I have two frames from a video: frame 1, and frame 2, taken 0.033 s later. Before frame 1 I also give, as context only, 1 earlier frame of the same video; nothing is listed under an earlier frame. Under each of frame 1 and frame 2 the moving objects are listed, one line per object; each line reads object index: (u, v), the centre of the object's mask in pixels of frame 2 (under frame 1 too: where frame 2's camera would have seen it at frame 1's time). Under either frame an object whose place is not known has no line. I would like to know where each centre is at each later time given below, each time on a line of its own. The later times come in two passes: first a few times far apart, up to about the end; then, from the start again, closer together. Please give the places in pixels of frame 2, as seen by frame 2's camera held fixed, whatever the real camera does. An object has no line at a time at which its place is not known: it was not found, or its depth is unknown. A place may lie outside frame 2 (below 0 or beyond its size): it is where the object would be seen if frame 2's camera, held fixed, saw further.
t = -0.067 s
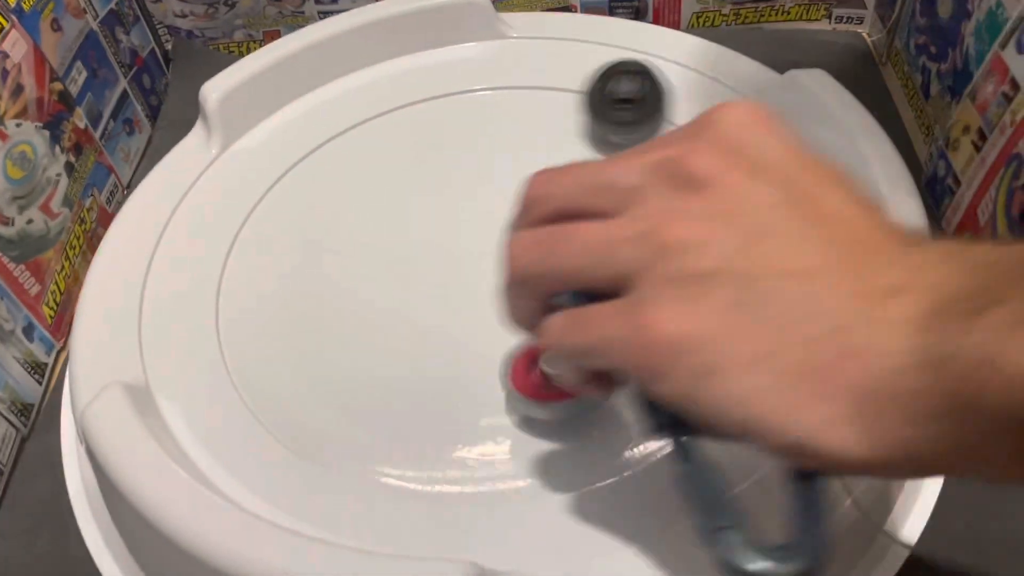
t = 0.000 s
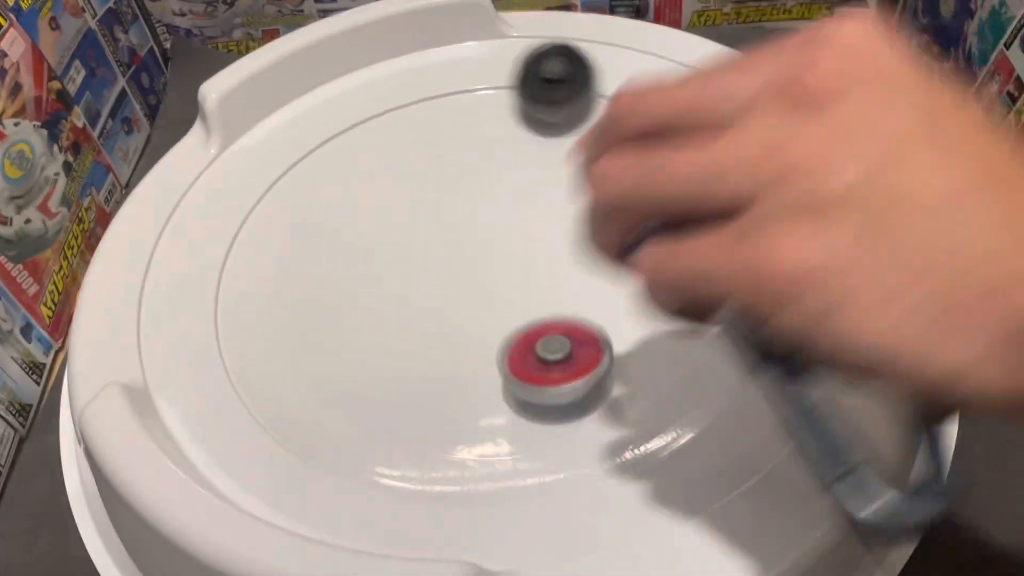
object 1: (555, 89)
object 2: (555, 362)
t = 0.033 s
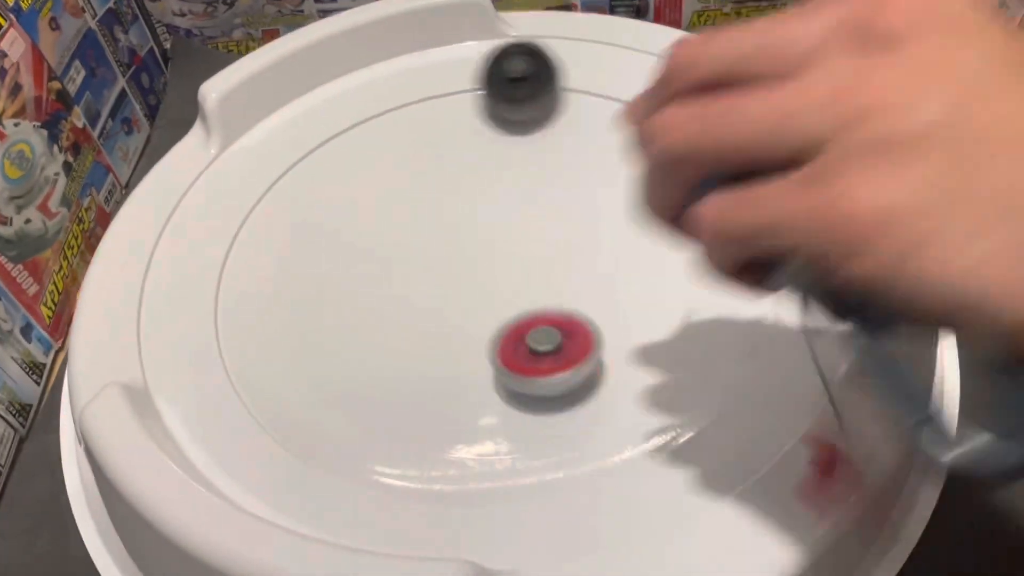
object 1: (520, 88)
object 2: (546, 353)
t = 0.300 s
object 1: (409, 290)
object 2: (368, 360)
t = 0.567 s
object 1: (701, 218)
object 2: (604, 384)
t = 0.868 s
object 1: (478, 144)
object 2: (322, 165)
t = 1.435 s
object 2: (526, 130)
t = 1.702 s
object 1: (455, 216)
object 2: (268, 141)
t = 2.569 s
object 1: (428, 292)
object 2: (373, 188)
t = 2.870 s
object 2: (489, 259)
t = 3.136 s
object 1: (549, 293)
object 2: (631, 95)
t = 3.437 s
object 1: (265, 318)
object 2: (412, 233)
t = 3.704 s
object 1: (408, 400)
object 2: (710, 290)
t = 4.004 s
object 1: (438, 195)
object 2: (556, 146)
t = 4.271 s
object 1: (265, 177)
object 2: (455, 376)
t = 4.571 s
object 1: (480, 299)
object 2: (738, 265)
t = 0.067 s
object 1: (484, 94)
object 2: (530, 344)
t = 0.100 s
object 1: (449, 108)
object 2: (511, 338)
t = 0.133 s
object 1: (421, 130)
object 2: (487, 334)
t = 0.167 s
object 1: (400, 156)
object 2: (462, 333)
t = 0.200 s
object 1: (385, 190)
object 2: (436, 334)
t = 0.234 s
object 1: (380, 226)
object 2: (411, 339)
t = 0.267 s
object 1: (386, 263)
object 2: (388, 348)
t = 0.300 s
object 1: (409, 290)
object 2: (368, 360)
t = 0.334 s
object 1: (442, 308)
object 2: (346, 399)
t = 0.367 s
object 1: (485, 316)
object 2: (337, 437)
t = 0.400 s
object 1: (532, 317)
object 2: (378, 442)
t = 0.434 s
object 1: (578, 310)
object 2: (437, 452)
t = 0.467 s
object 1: (619, 295)
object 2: (493, 452)
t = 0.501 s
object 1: (655, 273)
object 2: (545, 442)
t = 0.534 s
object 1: (683, 247)
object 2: (582, 416)
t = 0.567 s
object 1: (701, 218)
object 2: (604, 384)
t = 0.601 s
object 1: (712, 189)
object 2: (612, 346)
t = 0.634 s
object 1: (712, 160)
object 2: (605, 307)
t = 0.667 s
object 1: (694, 136)
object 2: (584, 271)
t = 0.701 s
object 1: (659, 122)
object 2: (555, 238)
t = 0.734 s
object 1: (624, 111)
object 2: (517, 211)
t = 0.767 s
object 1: (587, 107)
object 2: (474, 188)
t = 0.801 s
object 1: (549, 113)
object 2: (425, 173)
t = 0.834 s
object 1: (513, 125)
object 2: (375, 165)
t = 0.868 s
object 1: (478, 144)
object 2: (322, 165)
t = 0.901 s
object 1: (448, 169)
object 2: (266, 170)
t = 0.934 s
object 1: (425, 197)
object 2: (236, 196)
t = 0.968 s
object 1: (409, 228)
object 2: (208, 236)
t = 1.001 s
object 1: (400, 263)
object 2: (172, 271)
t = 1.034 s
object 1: (402, 298)
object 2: (138, 299)
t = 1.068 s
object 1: (413, 332)
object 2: (149, 337)
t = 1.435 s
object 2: (526, 130)
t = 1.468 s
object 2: (501, 100)
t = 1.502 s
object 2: (467, 73)
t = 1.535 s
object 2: (423, 72)
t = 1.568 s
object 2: (381, 89)
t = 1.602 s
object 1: (576, 186)
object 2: (341, 95)
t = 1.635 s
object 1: (534, 191)
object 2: (307, 97)
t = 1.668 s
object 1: (493, 201)
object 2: (283, 117)
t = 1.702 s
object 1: (455, 216)
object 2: (268, 141)
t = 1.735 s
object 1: (418, 234)
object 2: (261, 159)
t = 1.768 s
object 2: (263, 180)
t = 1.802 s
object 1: (363, 281)
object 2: (272, 211)
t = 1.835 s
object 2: (287, 234)
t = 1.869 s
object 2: (300, 239)
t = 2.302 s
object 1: (729, 316)
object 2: (557, 77)
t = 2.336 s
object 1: (695, 300)
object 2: (514, 88)
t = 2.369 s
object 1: (657, 284)
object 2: (478, 97)
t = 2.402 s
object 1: (616, 271)
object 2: (447, 101)
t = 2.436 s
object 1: (575, 264)
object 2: (419, 109)
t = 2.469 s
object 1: (535, 260)
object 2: (399, 123)
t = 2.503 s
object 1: (496, 259)
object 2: (386, 146)
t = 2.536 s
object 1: (456, 263)
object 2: (379, 174)
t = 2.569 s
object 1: (428, 292)
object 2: (373, 188)
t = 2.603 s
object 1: (417, 352)
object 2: (357, 176)
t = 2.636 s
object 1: (409, 400)
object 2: (349, 172)
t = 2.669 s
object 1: (408, 445)
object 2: (345, 177)
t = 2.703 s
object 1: (423, 481)
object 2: (348, 191)
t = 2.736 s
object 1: (461, 476)
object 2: (360, 211)
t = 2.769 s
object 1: (499, 474)
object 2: (382, 232)
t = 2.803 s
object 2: (412, 248)
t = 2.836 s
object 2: (450, 257)
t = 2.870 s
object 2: (489, 259)
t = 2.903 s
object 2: (527, 254)
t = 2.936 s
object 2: (562, 241)
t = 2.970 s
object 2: (592, 223)
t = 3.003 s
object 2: (616, 200)
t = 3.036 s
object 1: (633, 349)
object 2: (631, 176)
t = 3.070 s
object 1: (609, 327)
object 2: (639, 149)
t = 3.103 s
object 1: (581, 310)
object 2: (640, 120)
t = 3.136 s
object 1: (549, 293)
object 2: (631, 95)
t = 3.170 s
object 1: (513, 284)
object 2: (588, 89)
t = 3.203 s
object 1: (478, 276)
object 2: (548, 95)
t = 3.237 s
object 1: (443, 274)
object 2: (512, 95)
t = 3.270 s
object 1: (410, 274)
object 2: (479, 102)
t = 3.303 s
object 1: (378, 278)
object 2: (452, 116)
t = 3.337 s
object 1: (348, 284)
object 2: (431, 138)
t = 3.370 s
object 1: (317, 293)
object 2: (415, 168)
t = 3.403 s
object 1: (289, 304)
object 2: (408, 200)
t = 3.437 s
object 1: (265, 318)
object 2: (412, 233)
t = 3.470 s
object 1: (241, 333)
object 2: (426, 265)
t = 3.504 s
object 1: (225, 350)
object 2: (452, 295)
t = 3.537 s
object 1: (244, 377)
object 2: (487, 315)
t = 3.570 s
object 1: (276, 398)
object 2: (527, 327)
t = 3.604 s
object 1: (310, 413)
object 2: (572, 332)
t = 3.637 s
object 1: (342, 418)
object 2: (621, 327)
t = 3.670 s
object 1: (372, 410)
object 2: (668, 312)
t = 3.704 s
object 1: (408, 400)
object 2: (710, 290)
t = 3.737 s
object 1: (438, 381)
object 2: (746, 262)
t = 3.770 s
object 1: (459, 356)
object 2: (753, 227)
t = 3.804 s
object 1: (476, 330)
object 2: (728, 199)
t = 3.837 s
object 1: (484, 304)
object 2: (707, 174)
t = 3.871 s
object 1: (485, 278)
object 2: (687, 152)
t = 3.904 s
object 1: (480, 255)
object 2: (661, 137)
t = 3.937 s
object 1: (469, 233)
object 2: (629, 132)
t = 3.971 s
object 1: (456, 211)
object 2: (593, 136)
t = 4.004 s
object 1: (438, 195)
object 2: (556, 146)
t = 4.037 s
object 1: (419, 181)
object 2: (519, 163)
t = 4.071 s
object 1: (397, 170)
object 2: (486, 187)
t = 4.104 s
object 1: (374, 163)
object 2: (460, 214)
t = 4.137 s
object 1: (348, 158)
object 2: (440, 245)
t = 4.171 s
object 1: (326, 156)
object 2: (427, 276)
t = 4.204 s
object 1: (303, 158)
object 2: (426, 313)
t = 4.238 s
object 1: (282, 165)
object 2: (434, 344)
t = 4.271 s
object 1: (265, 177)
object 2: (455, 376)
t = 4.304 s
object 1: (256, 193)
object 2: (486, 399)
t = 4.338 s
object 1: (263, 226)
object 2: (528, 416)
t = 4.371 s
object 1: (276, 248)
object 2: (578, 423)
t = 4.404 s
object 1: (299, 269)
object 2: (628, 422)
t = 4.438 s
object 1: (329, 286)
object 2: (671, 397)
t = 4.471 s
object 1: (365, 298)
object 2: (702, 362)
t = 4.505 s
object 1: (404, 305)
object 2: (729, 327)
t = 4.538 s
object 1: (443, 305)
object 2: (741, 295)
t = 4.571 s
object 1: (480, 299)
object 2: (738, 265)
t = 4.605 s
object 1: (512, 287)
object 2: (720, 239)
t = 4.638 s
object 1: (541, 272)
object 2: (694, 219)
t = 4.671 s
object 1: (563, 255)
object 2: (660, 206)
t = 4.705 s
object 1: (501, 250)
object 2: (715, 166)
